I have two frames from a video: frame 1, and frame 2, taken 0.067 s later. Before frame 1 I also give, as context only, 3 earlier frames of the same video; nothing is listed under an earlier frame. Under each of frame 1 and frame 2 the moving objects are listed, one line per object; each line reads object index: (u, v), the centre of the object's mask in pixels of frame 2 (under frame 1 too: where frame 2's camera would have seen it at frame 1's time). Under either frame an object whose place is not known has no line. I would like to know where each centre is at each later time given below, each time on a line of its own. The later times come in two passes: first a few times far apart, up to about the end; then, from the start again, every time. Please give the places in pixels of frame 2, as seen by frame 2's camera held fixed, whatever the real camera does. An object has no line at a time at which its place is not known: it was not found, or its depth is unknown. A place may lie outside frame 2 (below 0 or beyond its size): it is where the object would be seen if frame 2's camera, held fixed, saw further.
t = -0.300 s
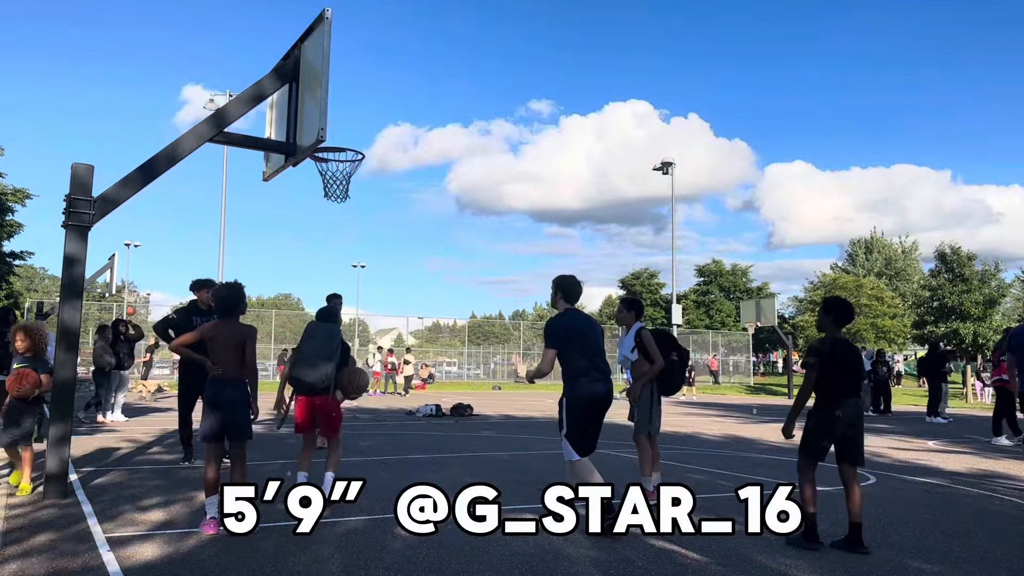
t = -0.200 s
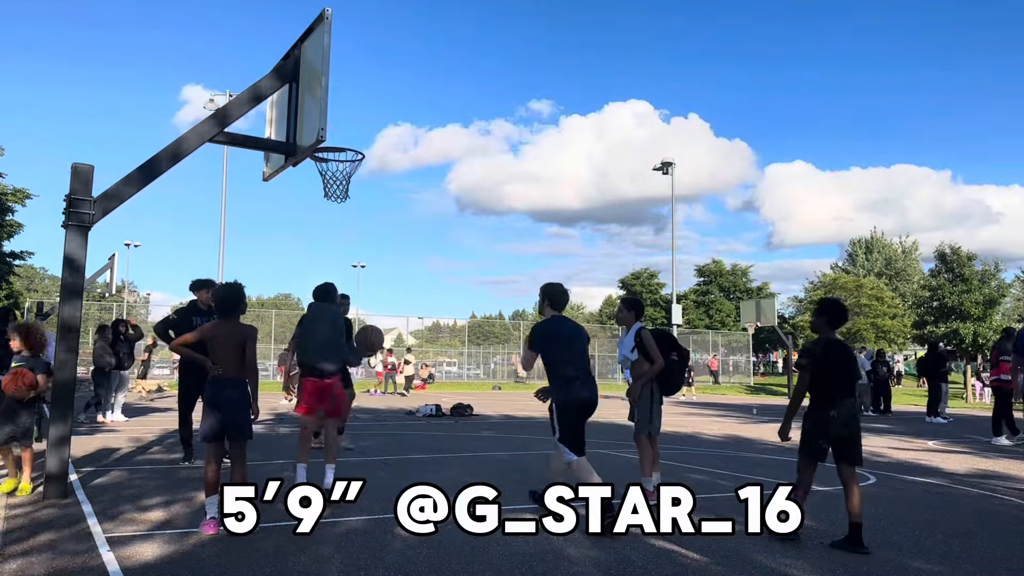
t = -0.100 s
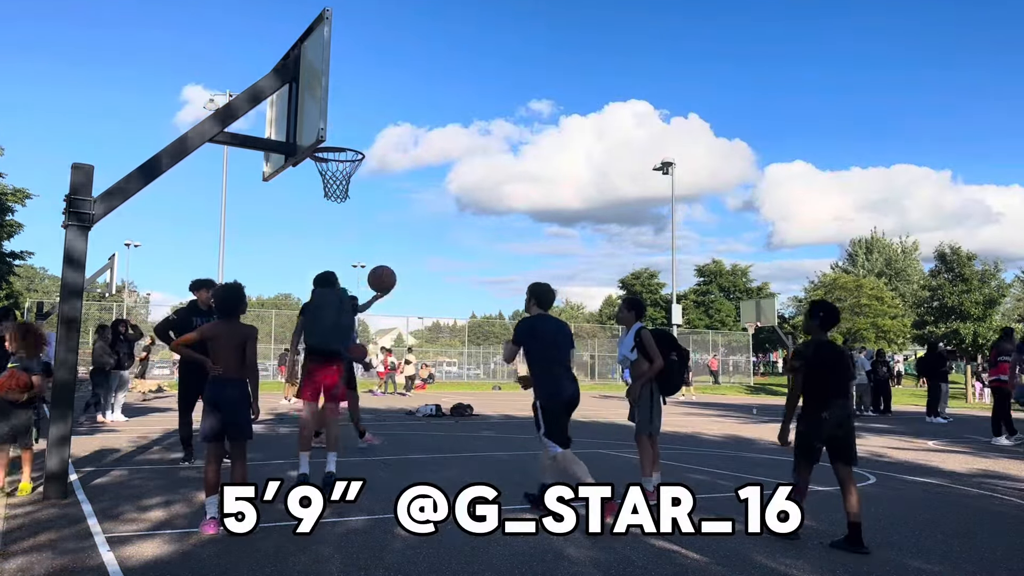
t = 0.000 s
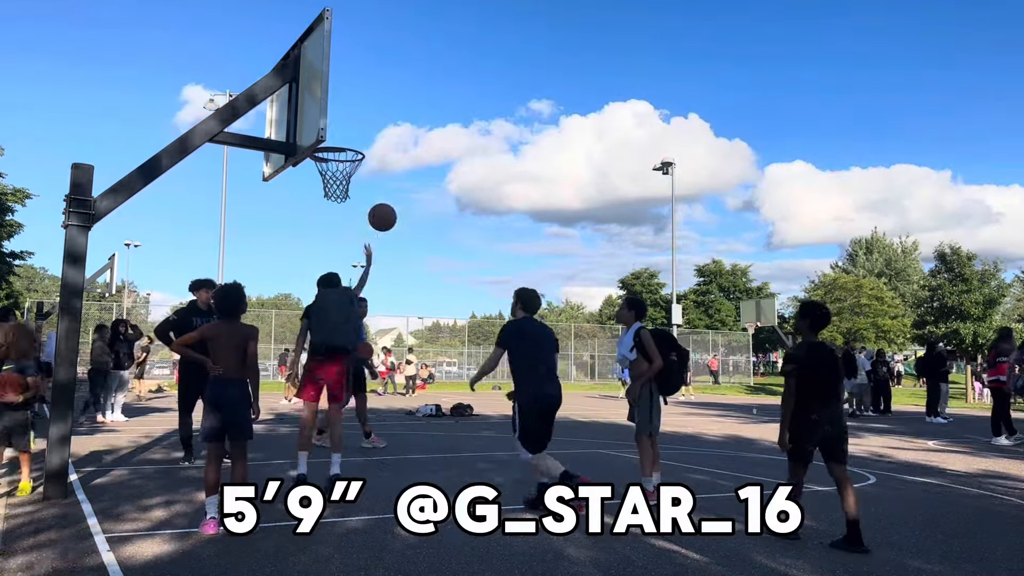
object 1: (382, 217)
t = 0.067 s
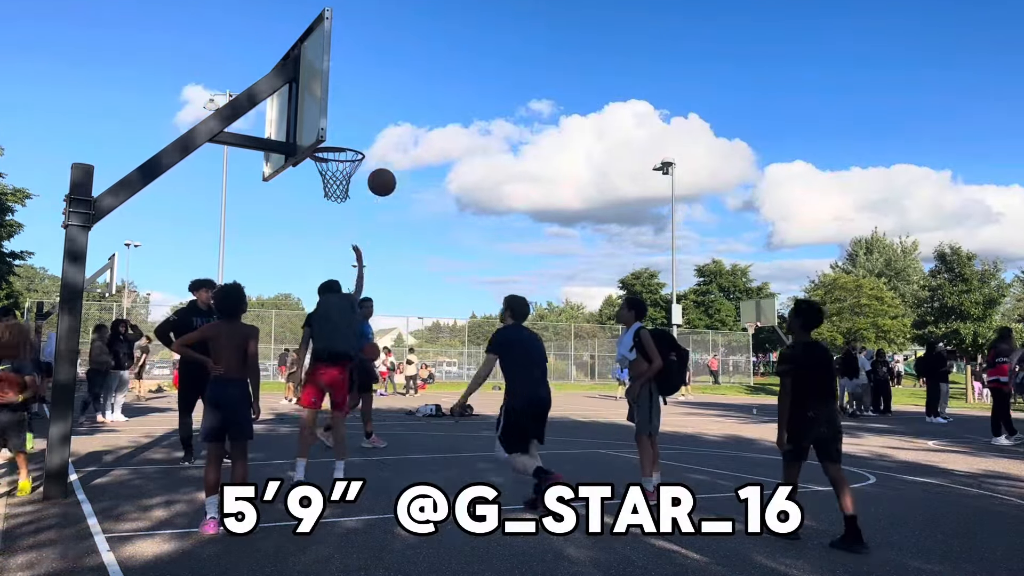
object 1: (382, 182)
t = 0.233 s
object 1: (380, 118)
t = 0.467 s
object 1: (377, 80)
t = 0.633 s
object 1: (374, 90)
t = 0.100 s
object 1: (381, 167)
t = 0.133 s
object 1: (381, 153)
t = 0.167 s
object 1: (381, 139)
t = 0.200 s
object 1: (380, 128)
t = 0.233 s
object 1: (380, 118)
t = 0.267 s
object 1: (380, 108)
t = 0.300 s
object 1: (379, 101)
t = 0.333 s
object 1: (379, 94)
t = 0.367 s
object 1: (378, 89)
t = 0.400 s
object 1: (378, 85)
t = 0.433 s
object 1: (377, 82)
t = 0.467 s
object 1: (377, 80)
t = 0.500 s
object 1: (376, 80)
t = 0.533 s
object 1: (375, 80)
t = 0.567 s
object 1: (375, 82)
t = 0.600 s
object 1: (374, 85)
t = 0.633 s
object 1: (374, 90)
